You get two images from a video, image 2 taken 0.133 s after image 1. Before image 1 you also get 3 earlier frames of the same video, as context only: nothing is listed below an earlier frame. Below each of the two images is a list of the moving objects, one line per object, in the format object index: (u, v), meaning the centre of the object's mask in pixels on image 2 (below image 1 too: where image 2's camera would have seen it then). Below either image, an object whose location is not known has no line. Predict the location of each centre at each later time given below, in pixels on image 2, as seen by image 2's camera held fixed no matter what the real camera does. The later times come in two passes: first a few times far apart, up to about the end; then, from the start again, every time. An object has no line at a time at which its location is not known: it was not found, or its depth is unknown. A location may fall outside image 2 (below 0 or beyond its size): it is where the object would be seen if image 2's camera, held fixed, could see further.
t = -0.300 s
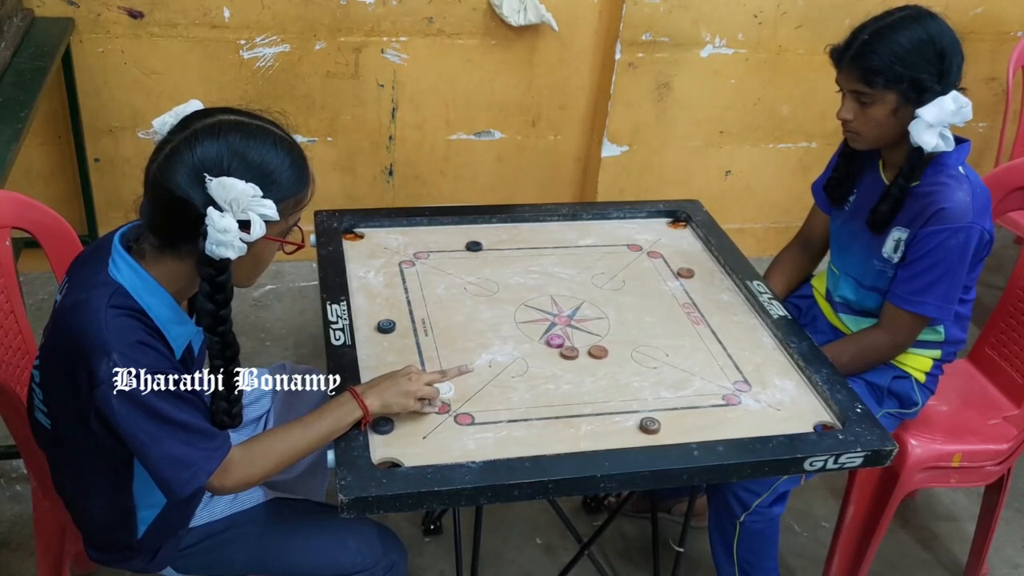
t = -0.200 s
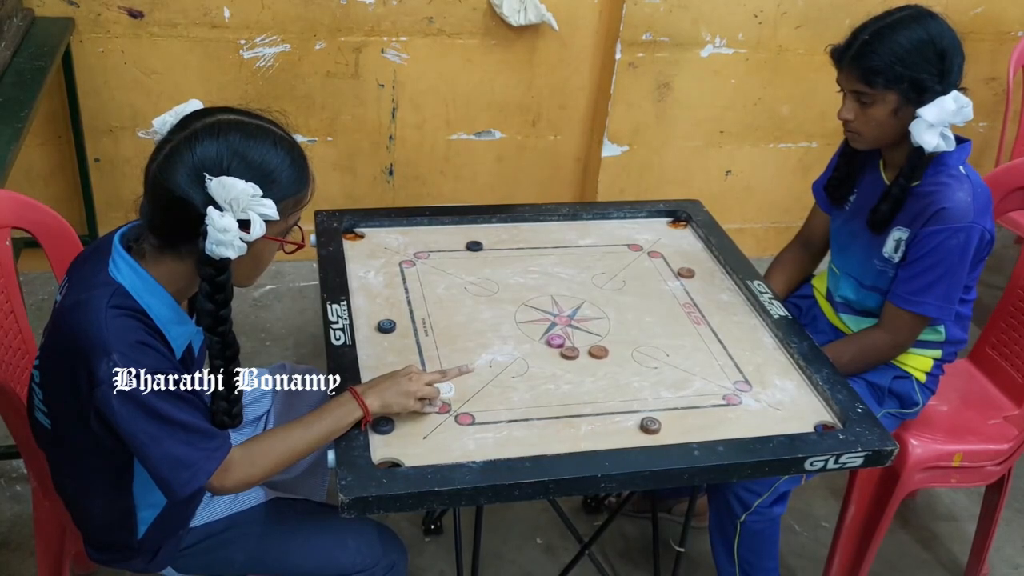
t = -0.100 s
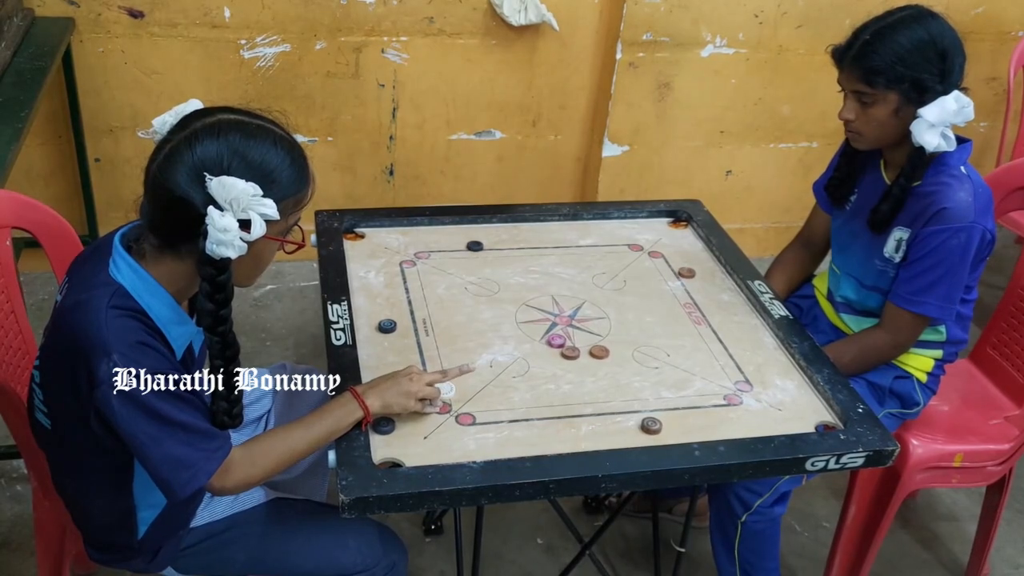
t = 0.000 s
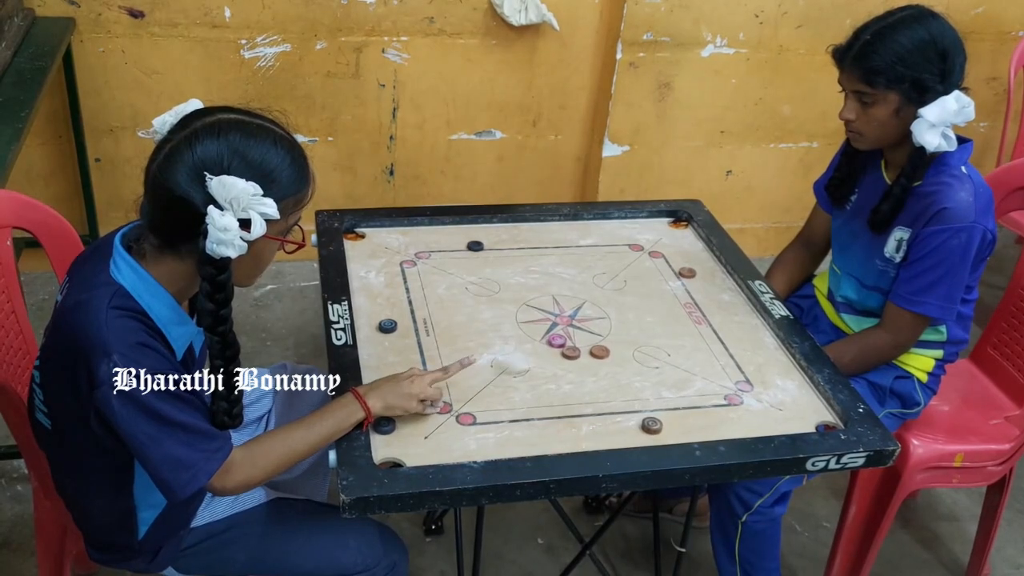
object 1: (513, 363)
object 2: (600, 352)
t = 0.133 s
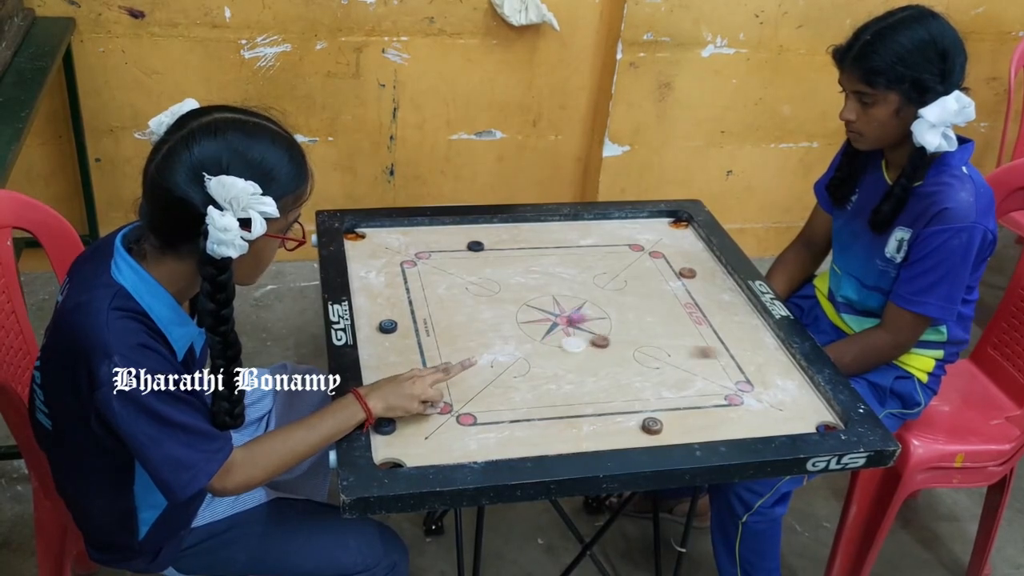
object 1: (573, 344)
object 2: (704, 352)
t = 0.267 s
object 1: (597, 334)
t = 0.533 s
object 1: (623, 319)
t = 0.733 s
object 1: (628, 312)
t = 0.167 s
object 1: (580, 342)
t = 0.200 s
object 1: (587, 339)
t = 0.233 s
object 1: (591, 337)
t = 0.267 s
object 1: (597, 334)
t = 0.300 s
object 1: (603, 332)
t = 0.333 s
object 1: (608, 329)
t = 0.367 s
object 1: (612, 327)
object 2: (676, 361)
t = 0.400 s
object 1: (614, 326)
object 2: (657, 363)
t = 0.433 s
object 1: (616, 324)
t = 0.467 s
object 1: (619, 322)
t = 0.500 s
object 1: (621, 320)
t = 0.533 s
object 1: (623, 319)
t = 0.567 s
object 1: (624, 317)
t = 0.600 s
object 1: (625, 316)
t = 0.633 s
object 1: (626, 315)
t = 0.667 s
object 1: (627, 314)
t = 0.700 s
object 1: (627, 313)
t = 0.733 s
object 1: (628, 312)
